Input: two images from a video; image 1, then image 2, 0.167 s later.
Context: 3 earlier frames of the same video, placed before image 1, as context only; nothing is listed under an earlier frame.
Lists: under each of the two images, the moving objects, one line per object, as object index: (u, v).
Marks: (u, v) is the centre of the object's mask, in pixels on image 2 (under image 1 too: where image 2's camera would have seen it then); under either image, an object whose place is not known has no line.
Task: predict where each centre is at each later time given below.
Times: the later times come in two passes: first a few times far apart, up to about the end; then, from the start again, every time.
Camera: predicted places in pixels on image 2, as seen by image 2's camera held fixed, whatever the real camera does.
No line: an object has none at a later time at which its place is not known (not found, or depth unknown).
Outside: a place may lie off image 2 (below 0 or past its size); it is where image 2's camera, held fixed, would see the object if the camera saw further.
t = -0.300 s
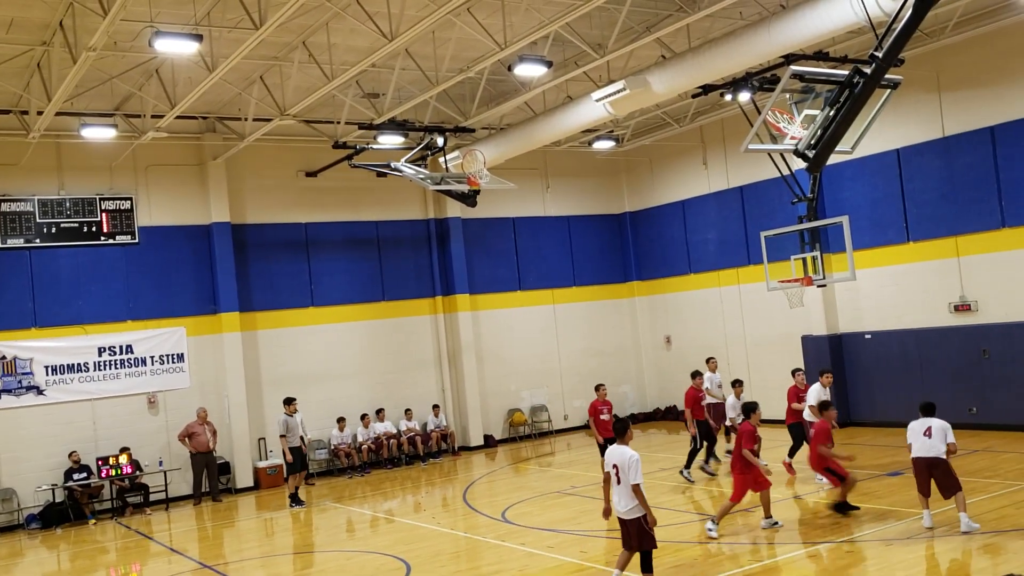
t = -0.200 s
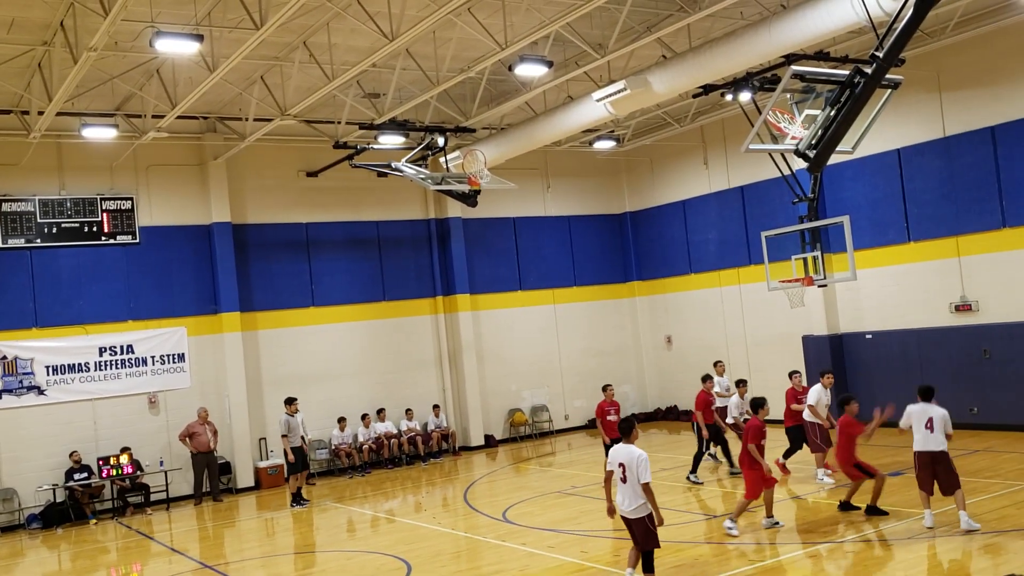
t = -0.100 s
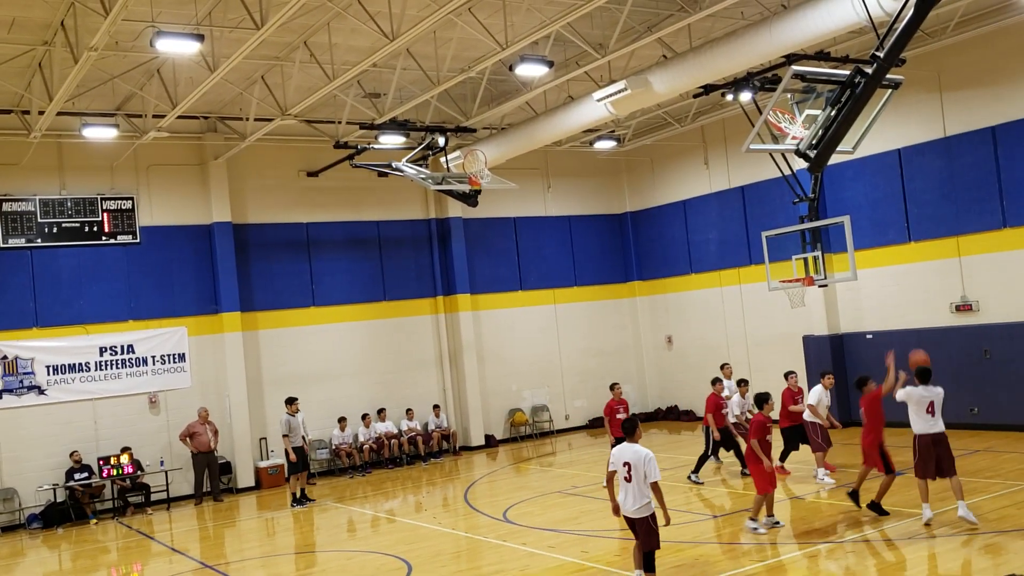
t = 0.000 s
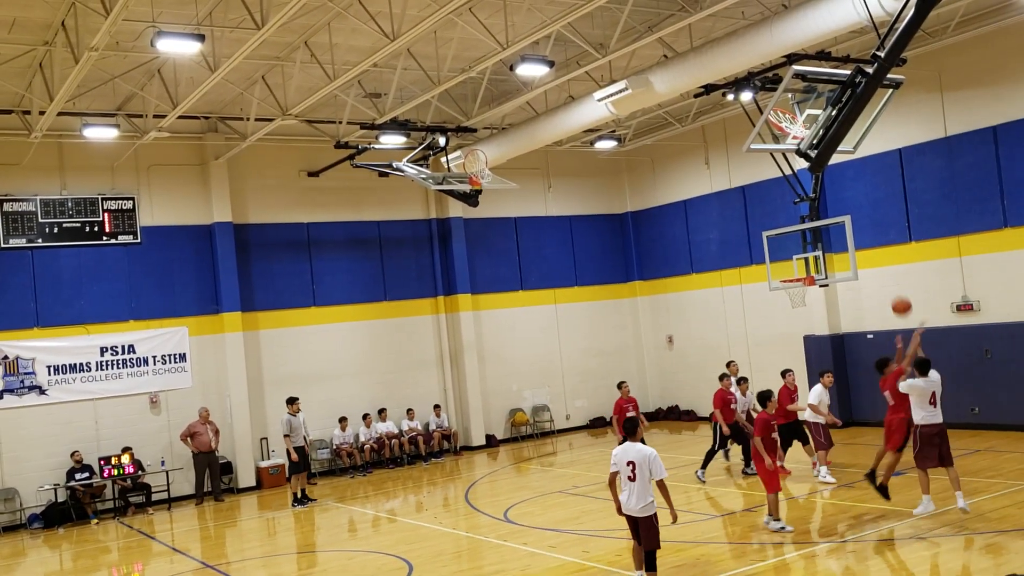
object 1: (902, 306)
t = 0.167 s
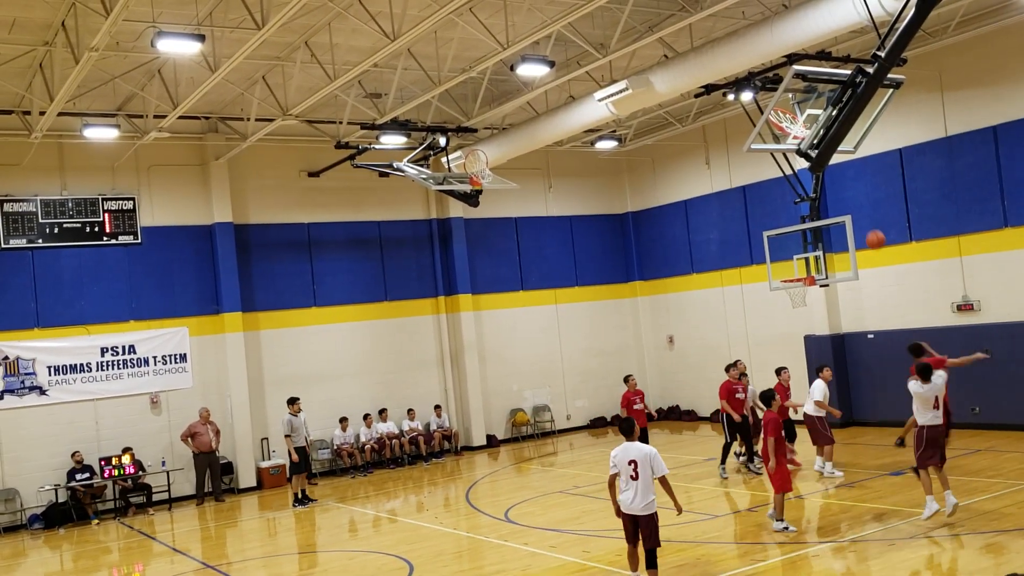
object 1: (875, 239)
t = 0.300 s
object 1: (858, 208)
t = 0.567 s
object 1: (832, 186)
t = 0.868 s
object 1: (814, 214)
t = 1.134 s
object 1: (805, 267)
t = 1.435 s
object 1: (783, 246)
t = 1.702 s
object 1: (769, 269)
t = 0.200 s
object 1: (871, 230)
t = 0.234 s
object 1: (866, 222)
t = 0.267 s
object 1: (862, 214)
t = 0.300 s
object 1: (858, 208)
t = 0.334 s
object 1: (854, 202)
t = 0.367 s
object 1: (850, 197)
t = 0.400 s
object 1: (847, 193)
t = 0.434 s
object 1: (844, 190)
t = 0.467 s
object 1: (840, 188)
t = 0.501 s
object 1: (837, 187)
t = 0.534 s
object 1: (835, 186)
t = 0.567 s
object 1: (832, 186)
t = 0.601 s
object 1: (829, 186)
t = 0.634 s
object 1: (827, 188)
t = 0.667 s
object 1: (825, 190)
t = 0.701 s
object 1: (823, 193)
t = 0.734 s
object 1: (821, 196)
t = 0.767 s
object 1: (819, 200)
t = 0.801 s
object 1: (817, 205)
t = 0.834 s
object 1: (815, 209)
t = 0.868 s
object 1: (814, 214)
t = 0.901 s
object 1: (812, 221)
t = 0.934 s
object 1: (811, 228)
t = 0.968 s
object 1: (810, 235)
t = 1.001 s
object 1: (809, 242)
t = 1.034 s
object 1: (808, 250)
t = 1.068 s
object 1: (807, 259)
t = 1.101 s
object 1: (806, 269)
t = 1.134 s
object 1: (805, 267)
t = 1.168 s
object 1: (802, 262)
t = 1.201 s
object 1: (799, 258)
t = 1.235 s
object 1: (796, 254)
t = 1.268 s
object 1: (794, 251)
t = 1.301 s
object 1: (792, 249)
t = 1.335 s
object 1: (789, 247)
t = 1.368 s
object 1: (787, 246)
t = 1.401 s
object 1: (785, 246)
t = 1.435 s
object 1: (783, 246)
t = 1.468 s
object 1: (781, 246)
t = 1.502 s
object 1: (779, 248)
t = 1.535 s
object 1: (777, 250)
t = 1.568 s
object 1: (776, 253)
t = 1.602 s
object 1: (774, 255)
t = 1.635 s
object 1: (772, 259)
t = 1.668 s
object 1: (771, 264)
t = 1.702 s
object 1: (769, 269)
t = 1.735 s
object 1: (768, 275)
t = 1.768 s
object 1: (767, 281)
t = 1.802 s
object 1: (765, 288)
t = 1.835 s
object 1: (764, 295)
